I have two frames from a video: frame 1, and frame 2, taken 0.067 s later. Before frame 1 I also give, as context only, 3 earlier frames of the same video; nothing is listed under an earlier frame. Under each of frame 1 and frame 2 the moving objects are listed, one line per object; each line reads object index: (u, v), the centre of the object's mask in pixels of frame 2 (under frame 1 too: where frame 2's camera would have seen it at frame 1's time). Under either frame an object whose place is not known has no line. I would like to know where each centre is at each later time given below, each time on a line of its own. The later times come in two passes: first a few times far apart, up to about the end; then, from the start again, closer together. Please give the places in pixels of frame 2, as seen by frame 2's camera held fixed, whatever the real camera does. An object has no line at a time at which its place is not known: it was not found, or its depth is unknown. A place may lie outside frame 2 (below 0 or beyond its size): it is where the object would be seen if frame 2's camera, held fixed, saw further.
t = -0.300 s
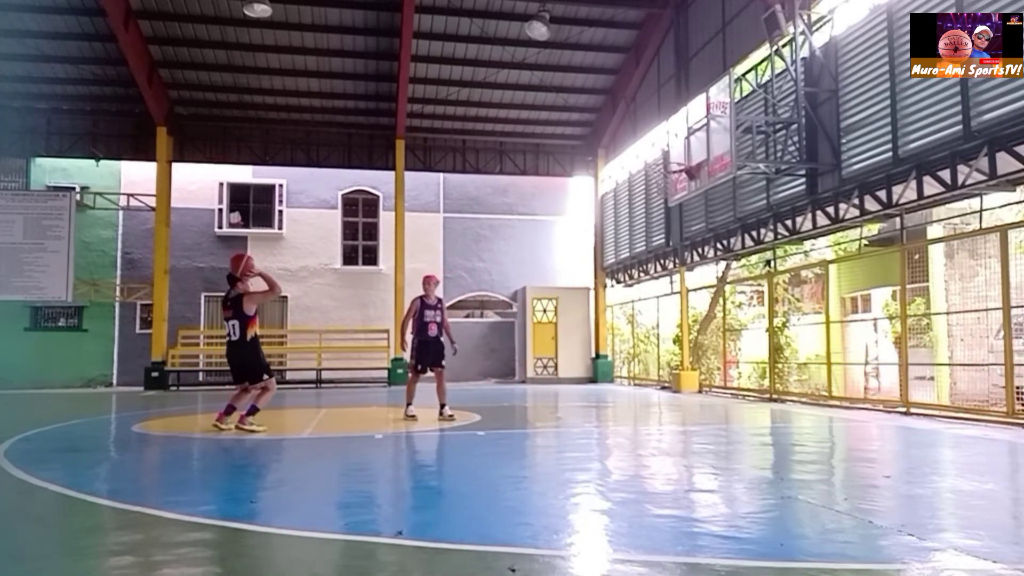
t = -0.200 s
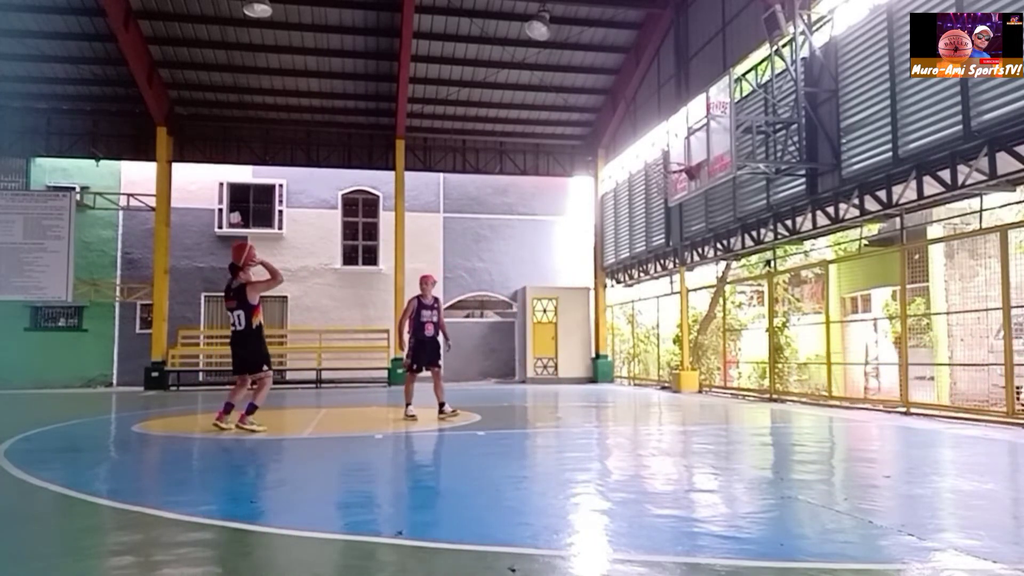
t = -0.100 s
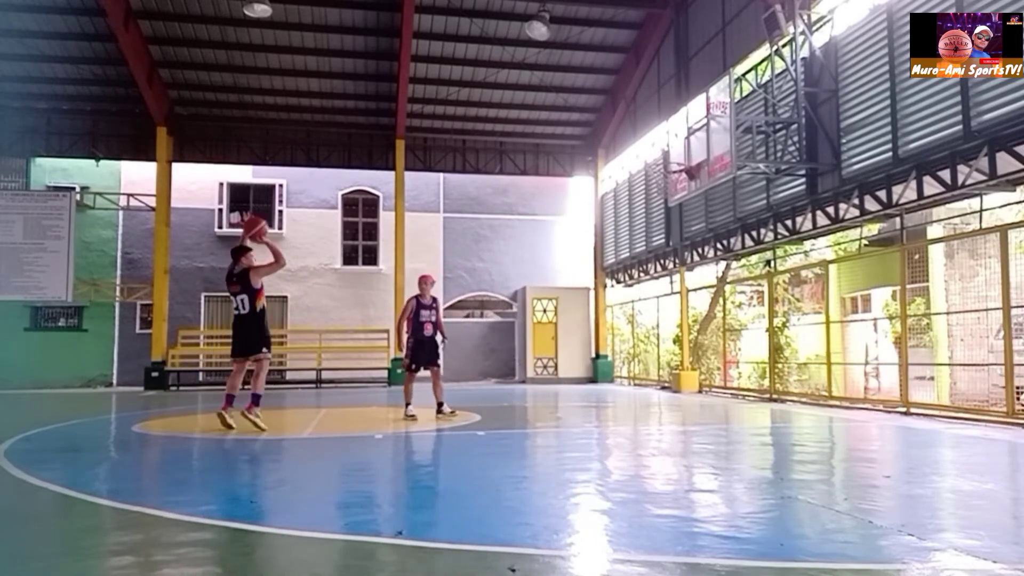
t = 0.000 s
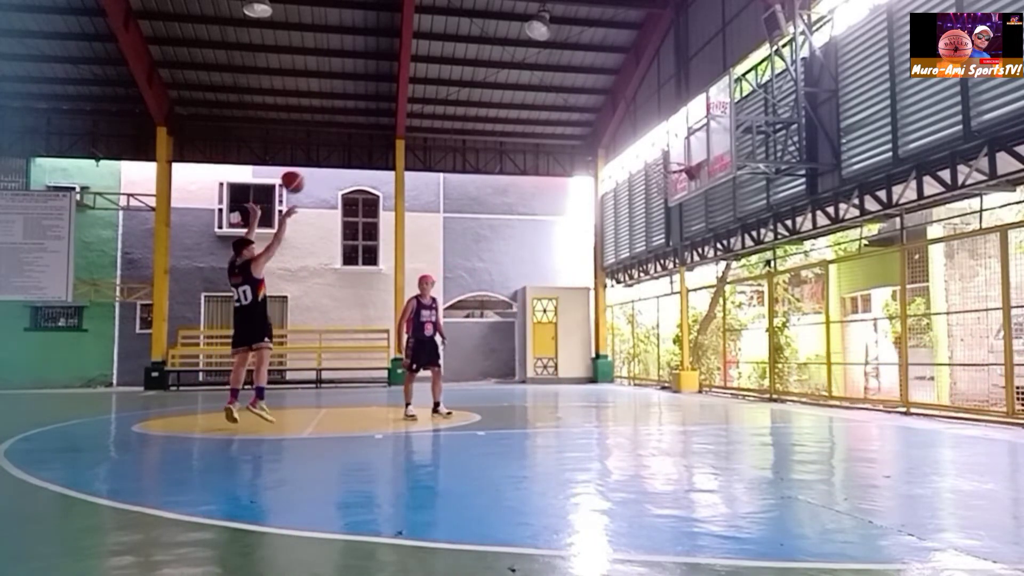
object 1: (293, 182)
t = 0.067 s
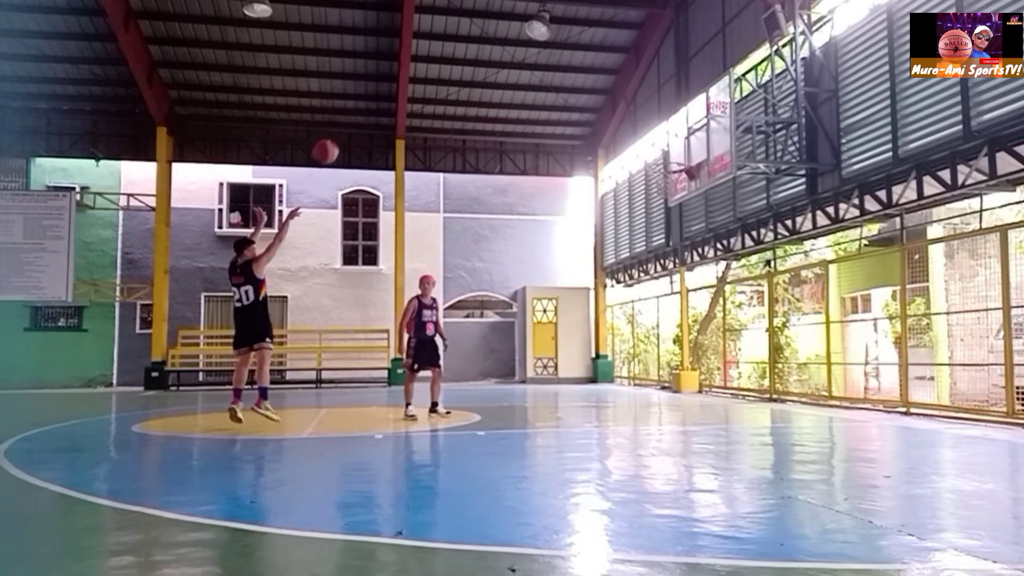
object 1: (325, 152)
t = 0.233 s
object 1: (402, 102)
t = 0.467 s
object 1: (494, 72)
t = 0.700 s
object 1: (578, 91)
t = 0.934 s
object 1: (654, 152)
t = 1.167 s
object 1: (666, 180)
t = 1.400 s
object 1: (669, 189)
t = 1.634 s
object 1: (675, 223)
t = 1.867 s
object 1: (682, 296)
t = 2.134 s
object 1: (687, 381)
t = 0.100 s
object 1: (341, 139)
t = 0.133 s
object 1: (357, 127)
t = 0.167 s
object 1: (372, 116)
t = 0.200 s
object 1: (387, 107)
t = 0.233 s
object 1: (402, 102)
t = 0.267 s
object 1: (416, 91)
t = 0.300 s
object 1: (429, 85)
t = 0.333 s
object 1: (442, 80)
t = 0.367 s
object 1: (455, 77)
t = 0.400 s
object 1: (469, 75)
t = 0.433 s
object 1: (482, 73)
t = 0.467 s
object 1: (494, 72)
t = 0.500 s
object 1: (507, 72)
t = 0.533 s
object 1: (519, 72)
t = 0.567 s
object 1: (531, 74)
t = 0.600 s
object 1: (543, 77)
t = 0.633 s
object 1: (555, 81)
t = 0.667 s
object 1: (566, 86)
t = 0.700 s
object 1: (578, 91)
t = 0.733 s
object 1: (590, 97)
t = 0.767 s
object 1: (601, 104)
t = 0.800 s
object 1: (611, 113)
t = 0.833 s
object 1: (623, 121)
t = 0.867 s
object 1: (637, 128)
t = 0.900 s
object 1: (644, 139)
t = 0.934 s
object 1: (654, 152)
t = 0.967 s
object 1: (664, 162)
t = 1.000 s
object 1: (673, 171)
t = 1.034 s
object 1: (675, 178)
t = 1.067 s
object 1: (675, 179)
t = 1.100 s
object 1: (672, 178)
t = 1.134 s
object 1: (669, 179)
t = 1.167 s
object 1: (666, 180)
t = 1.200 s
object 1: (664, 182)
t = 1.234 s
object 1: (659, 186)
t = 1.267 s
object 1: (661, 187)
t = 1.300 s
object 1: (661, 188)
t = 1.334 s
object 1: (663, 188)
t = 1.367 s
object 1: (667, 189)
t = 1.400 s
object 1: (669, 189)
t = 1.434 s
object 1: (668, 190)
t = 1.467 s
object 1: (671, 195)
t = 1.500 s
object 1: (672, 198)
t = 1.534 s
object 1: (673, 204)
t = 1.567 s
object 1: (674, 209)
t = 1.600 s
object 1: (675, 215)
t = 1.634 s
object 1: (675, 223)
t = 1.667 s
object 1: (676, 231)
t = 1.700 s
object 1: (677, 239)
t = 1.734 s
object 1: (679, 248)
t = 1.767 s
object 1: (679, 258)
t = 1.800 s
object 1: (680, 269)
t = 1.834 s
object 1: (680, 283)
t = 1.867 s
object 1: (682, 296)
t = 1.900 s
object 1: (683, 310)
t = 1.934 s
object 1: (684, 324)
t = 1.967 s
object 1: (683, 340)
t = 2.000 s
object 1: (686, 357)
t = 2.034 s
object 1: (687, 375)
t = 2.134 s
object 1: (687, 381)
